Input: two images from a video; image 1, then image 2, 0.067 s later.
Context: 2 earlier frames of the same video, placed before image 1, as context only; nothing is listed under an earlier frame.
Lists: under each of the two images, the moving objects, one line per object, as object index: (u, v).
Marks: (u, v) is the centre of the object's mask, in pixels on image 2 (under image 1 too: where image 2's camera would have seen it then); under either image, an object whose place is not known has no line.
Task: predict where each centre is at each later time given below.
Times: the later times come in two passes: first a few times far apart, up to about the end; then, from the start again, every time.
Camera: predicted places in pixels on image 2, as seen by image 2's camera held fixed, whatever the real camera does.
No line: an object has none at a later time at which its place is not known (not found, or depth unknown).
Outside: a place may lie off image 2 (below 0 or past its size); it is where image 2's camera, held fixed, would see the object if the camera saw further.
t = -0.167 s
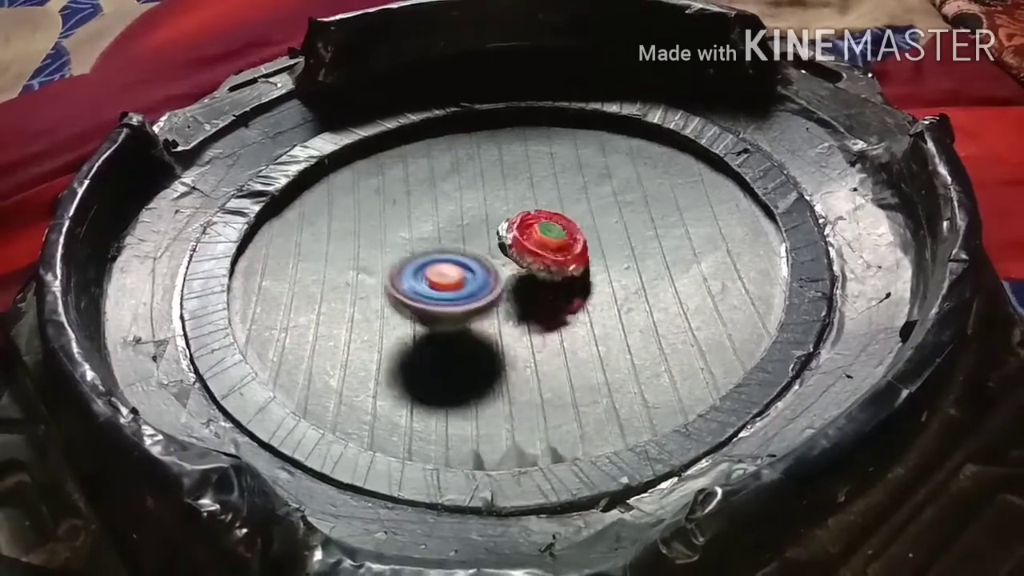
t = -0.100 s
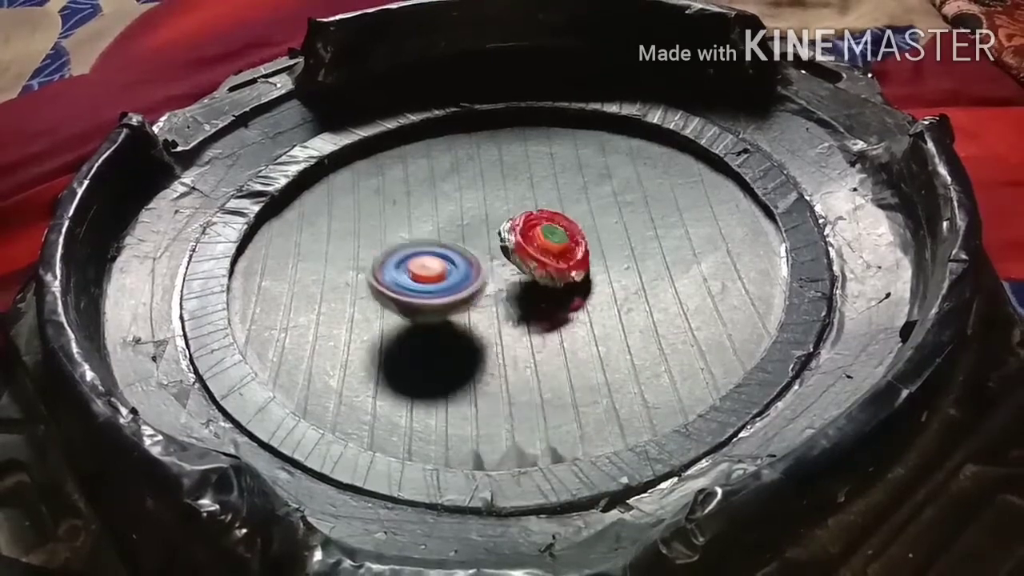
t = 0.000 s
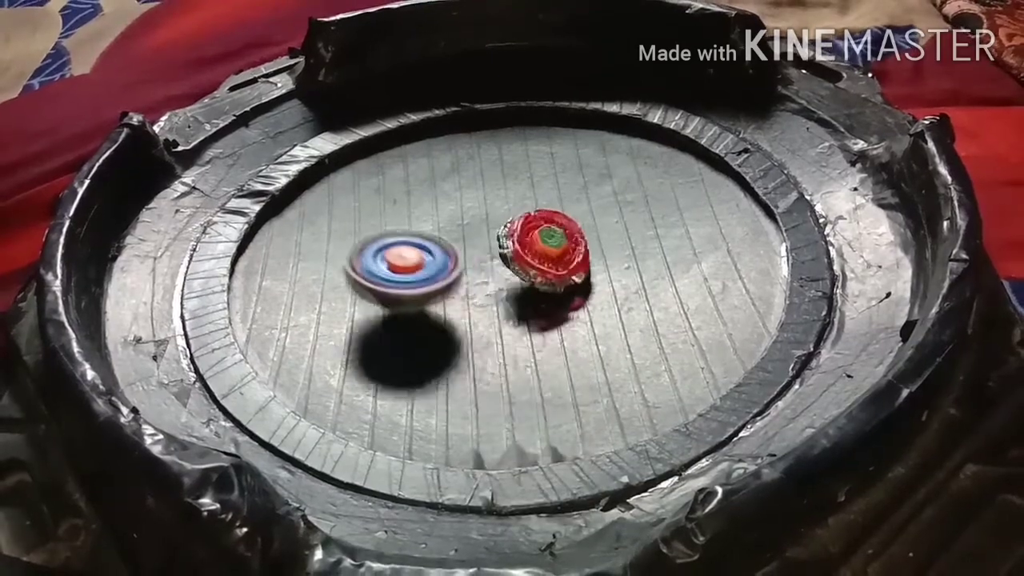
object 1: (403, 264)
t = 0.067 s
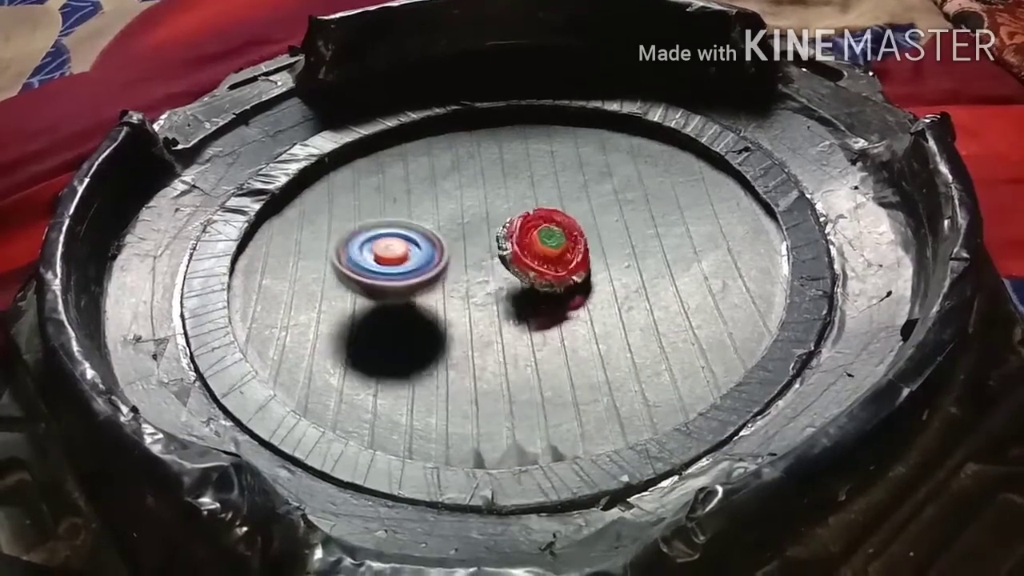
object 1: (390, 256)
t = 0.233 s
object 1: (371, 240)
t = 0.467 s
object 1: (383, 223)
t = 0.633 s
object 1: (411, 220)
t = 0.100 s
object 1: (384, 252)
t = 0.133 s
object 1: (381, 250)
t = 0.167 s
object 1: (377, 247)
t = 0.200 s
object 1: (374, 244)
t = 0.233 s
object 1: (371, 240)
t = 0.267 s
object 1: (369, 239)
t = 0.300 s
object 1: (370, 237)
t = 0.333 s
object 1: (372, 236)
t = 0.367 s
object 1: (375, 234)
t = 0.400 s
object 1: (378, 230)
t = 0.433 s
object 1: (380, 226)
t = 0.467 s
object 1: (383, 223)
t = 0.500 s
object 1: (388, 224)
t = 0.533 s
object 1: (393, 223)
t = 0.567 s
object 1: (398, 222)
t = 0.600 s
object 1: (405, 221)
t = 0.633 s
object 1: (411, 220)
